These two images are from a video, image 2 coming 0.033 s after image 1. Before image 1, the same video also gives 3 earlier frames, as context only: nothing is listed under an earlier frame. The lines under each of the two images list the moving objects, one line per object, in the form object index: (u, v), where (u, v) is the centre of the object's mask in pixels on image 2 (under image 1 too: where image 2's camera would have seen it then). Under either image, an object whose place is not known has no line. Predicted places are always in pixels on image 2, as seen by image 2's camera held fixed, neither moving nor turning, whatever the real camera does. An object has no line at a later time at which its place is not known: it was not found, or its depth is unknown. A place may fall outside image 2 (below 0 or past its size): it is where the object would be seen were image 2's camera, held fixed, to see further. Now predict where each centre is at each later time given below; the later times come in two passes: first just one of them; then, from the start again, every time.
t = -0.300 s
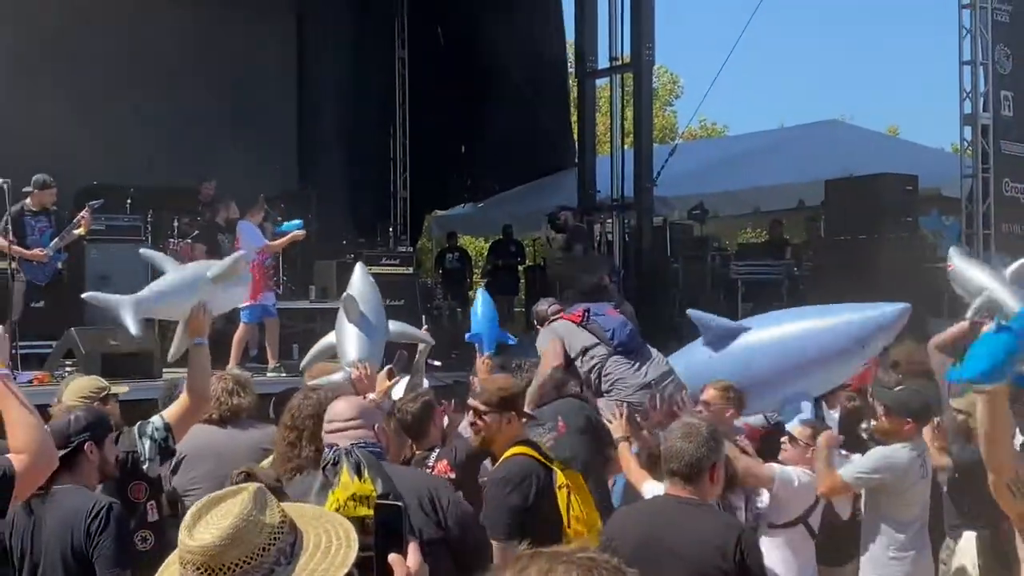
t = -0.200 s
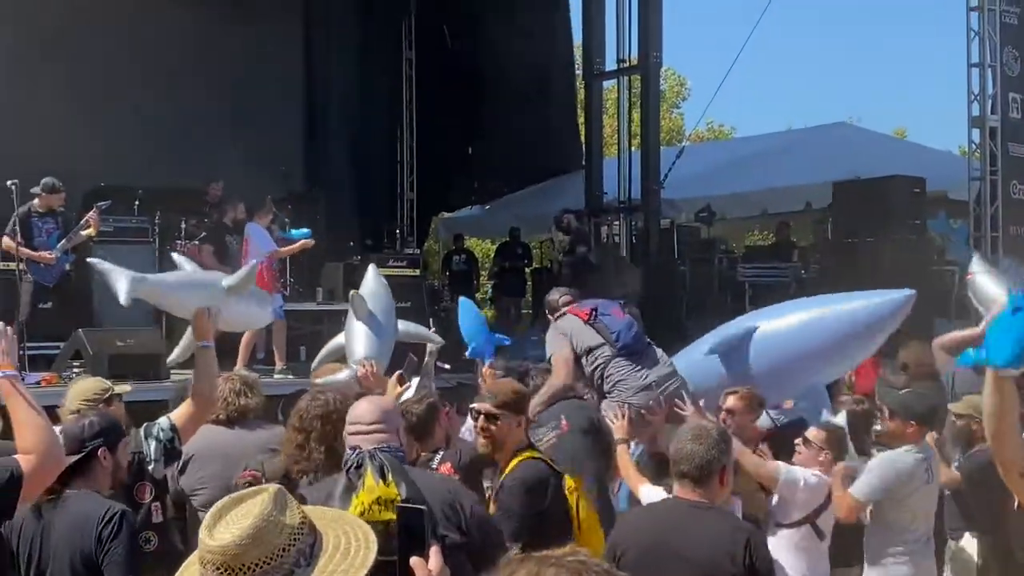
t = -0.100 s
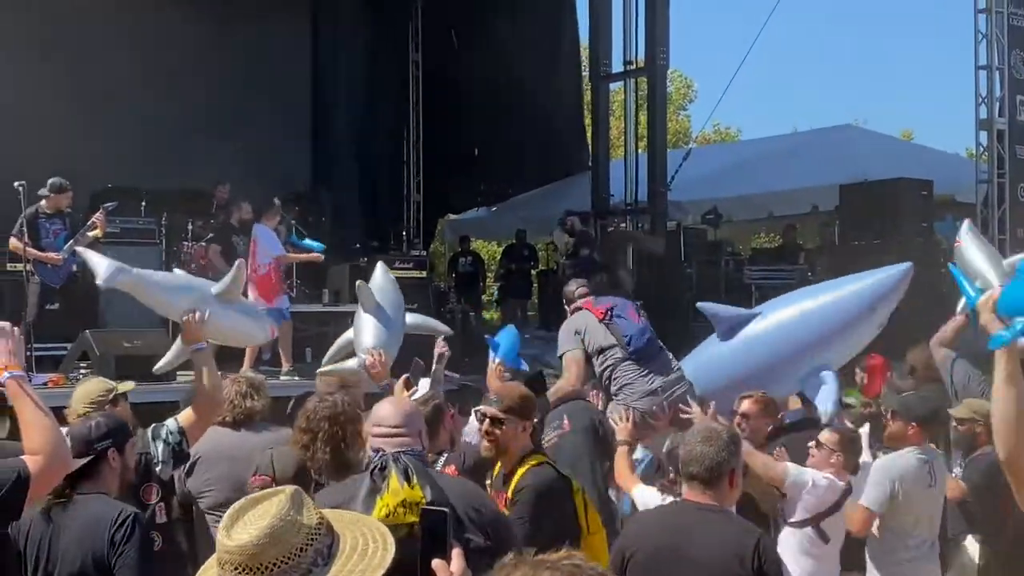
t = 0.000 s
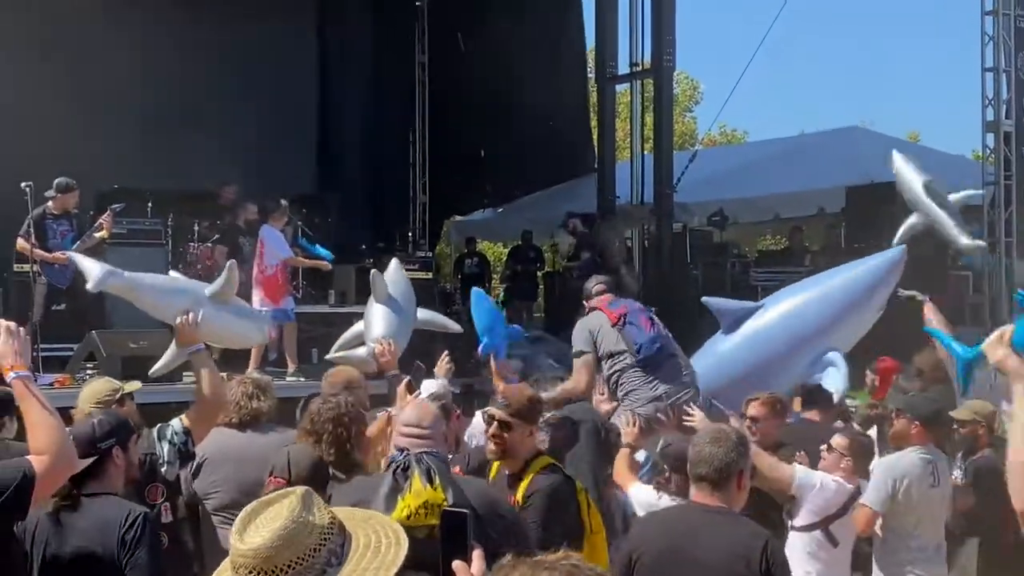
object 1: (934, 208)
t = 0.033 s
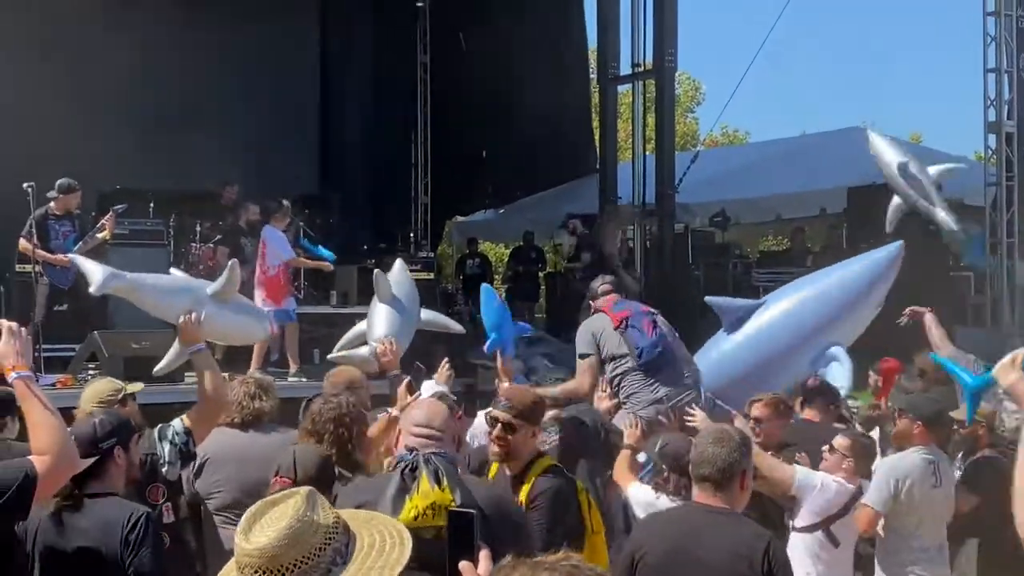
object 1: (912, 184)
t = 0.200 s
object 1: (815, 97)
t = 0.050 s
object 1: (902, 174)
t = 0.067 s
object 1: (893, 163)
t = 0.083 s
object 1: (883, 152)
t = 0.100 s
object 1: (872, 142)
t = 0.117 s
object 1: (862, 133)
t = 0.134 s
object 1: (852, 125)
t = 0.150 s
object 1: (842, 117)
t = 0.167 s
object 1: (832, 109)
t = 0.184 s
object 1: (823, 102)
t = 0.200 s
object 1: (815, 97)
